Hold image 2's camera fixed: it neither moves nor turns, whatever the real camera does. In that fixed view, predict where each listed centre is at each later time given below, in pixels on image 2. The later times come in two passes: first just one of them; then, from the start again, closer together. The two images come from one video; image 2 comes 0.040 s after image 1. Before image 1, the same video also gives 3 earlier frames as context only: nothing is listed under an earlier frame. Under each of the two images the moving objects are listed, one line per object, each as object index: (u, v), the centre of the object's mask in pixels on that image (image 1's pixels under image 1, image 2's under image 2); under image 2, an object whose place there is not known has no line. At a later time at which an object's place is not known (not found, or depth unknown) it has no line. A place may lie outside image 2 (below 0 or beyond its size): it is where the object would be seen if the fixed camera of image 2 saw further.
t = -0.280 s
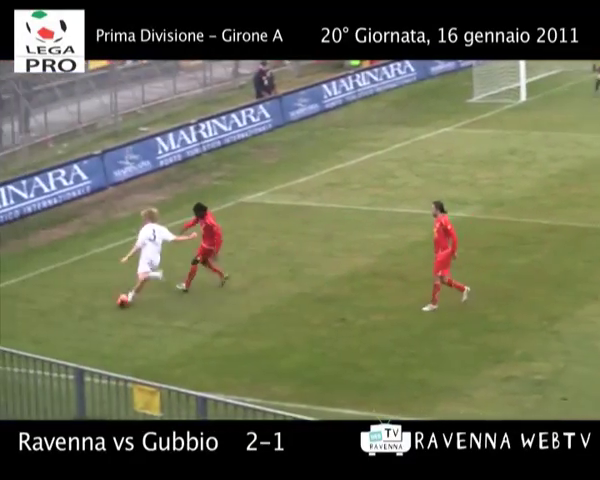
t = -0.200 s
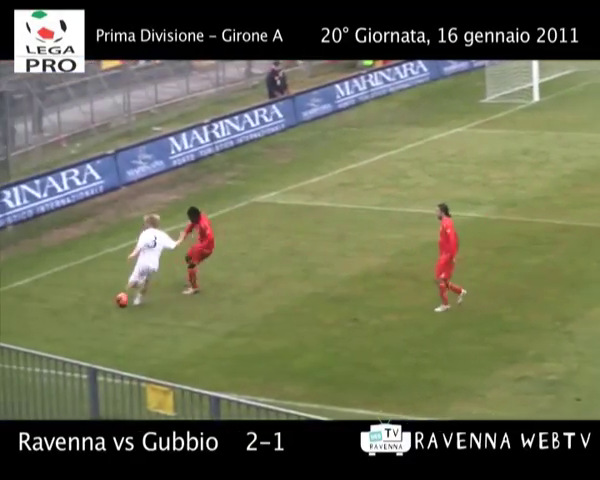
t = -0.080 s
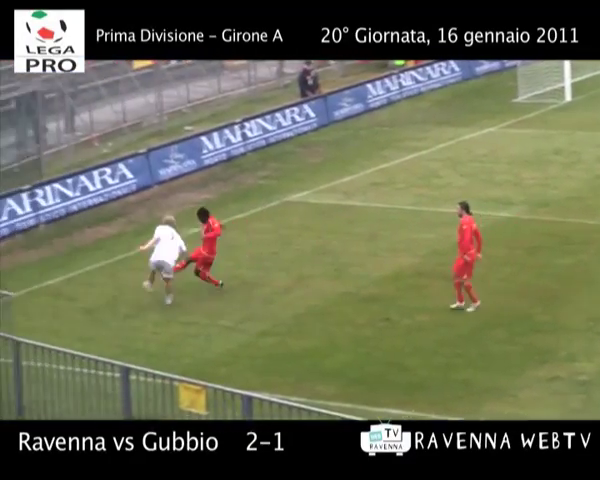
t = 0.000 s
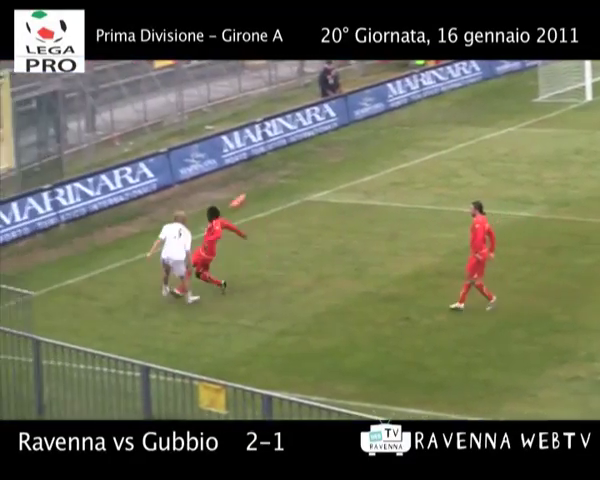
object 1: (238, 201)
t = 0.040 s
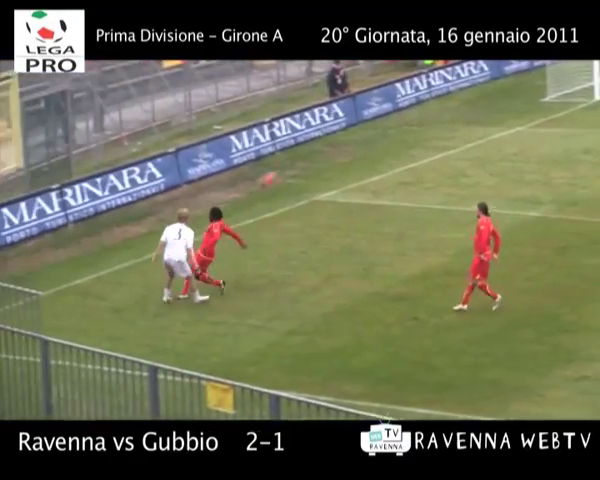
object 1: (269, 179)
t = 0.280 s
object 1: (378, 64)
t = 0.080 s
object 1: (288, 154)
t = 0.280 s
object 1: (378, 64)
